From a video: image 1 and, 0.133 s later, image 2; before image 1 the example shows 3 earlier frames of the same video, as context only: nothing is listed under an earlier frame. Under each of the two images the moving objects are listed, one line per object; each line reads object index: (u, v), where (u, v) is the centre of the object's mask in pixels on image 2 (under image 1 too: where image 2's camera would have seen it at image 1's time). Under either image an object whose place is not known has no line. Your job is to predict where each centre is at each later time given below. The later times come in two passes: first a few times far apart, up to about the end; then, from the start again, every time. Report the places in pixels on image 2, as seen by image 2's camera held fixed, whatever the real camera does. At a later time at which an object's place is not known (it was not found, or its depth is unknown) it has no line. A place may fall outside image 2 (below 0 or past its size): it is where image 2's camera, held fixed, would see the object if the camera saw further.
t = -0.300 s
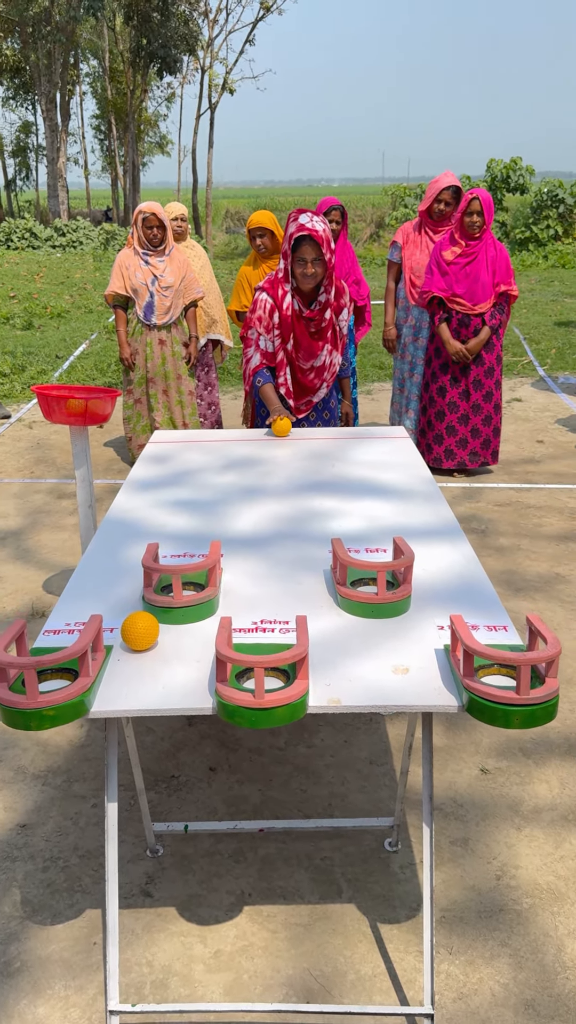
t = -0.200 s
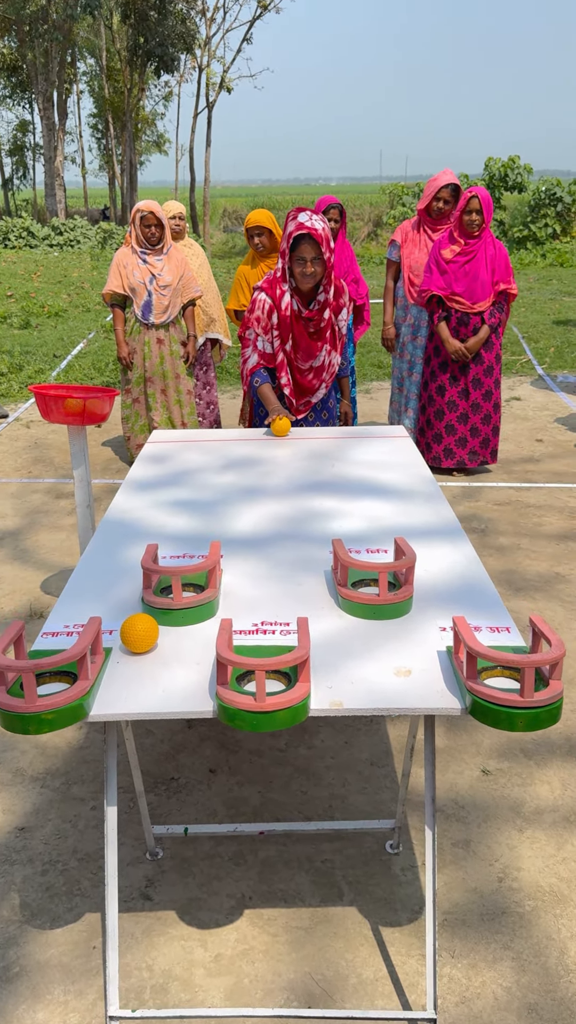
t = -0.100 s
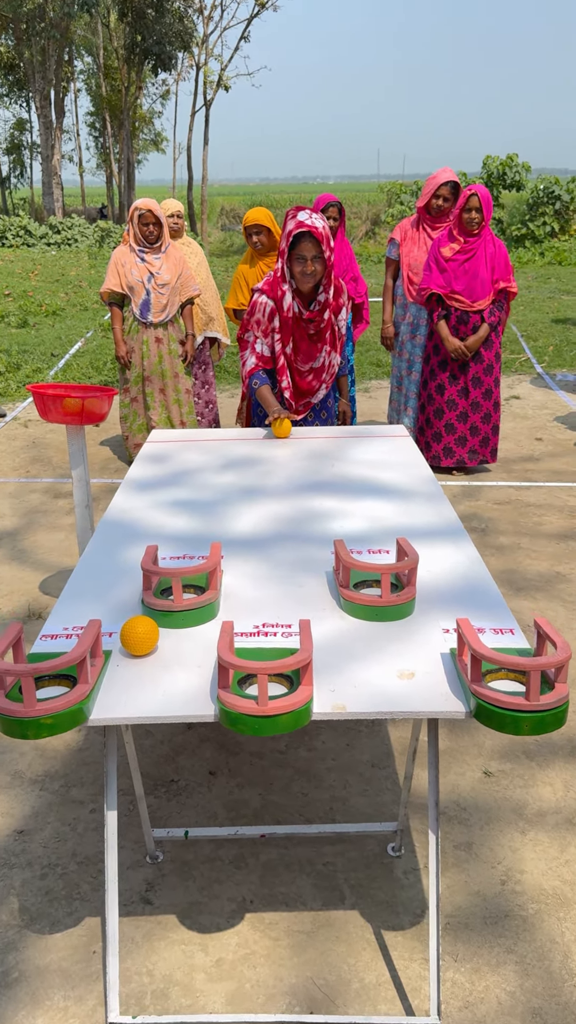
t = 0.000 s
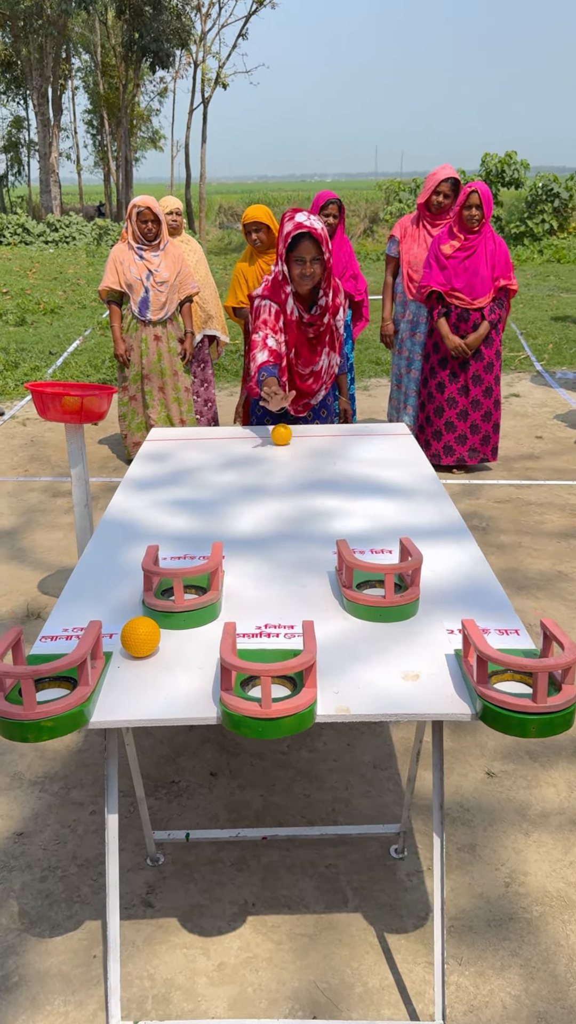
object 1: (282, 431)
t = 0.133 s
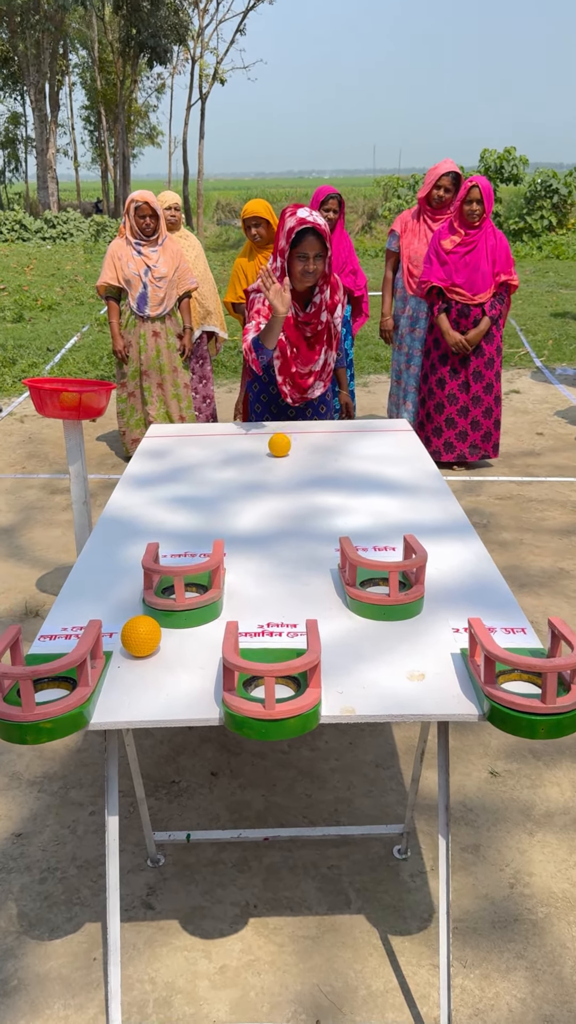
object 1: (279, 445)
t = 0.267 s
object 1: (276, 462)
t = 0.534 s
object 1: (269, 501)
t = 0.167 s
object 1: (279, 449)
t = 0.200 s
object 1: (278, 453)
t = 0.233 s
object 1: (277, 457)
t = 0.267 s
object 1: (276, 462)
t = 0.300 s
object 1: (275, 466)
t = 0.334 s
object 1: (275, 471)
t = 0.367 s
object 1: (274, 475)
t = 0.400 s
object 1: (273, 480)
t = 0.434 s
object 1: (272, 485)
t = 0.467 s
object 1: (271, 490)
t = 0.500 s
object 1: (270, 496)
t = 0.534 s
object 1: (269, 501)
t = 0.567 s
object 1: (268, 507)
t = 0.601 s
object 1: (266, 513)
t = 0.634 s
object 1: (265, 519)
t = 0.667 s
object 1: (264, 525)
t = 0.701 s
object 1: (263, 532)
